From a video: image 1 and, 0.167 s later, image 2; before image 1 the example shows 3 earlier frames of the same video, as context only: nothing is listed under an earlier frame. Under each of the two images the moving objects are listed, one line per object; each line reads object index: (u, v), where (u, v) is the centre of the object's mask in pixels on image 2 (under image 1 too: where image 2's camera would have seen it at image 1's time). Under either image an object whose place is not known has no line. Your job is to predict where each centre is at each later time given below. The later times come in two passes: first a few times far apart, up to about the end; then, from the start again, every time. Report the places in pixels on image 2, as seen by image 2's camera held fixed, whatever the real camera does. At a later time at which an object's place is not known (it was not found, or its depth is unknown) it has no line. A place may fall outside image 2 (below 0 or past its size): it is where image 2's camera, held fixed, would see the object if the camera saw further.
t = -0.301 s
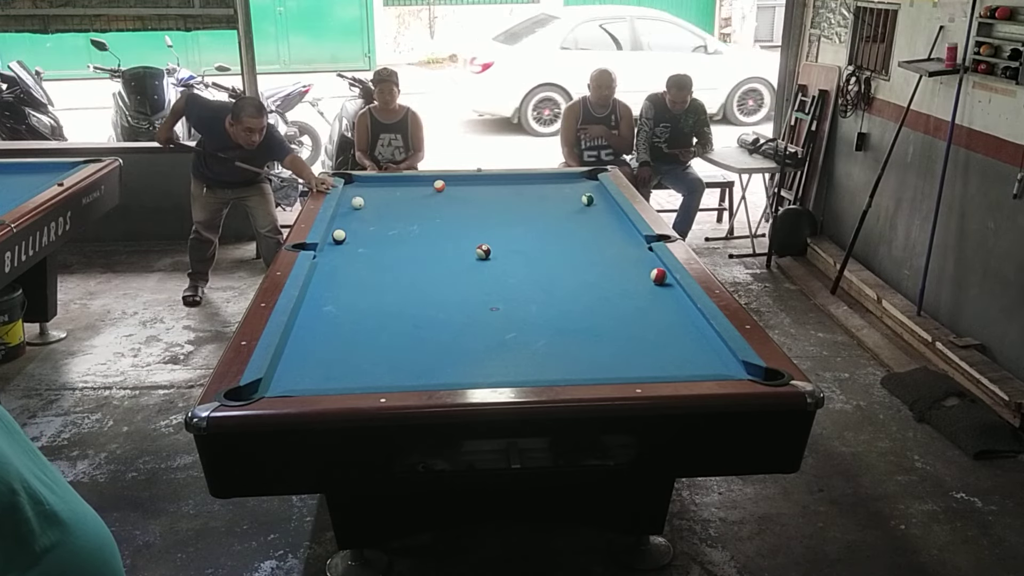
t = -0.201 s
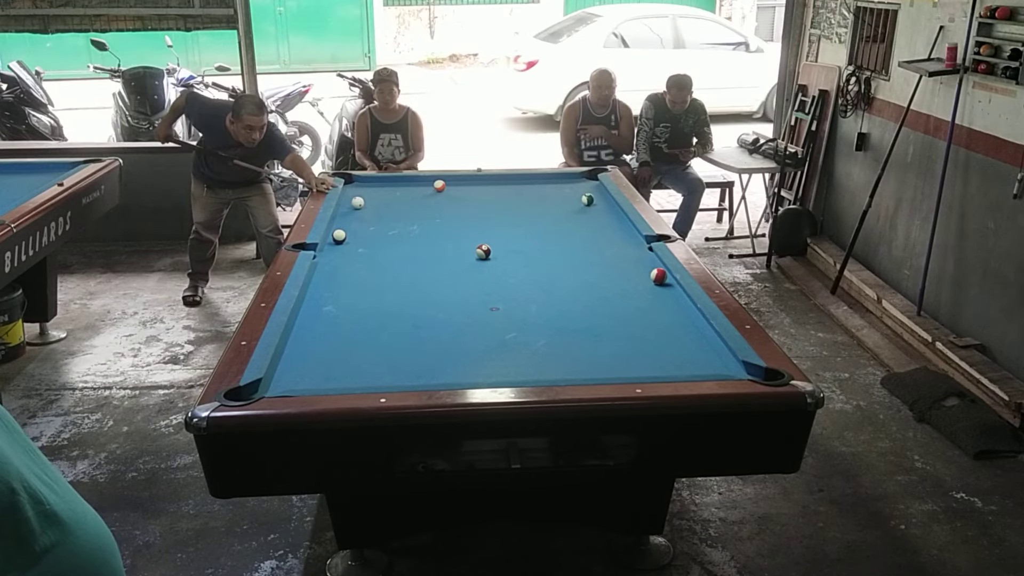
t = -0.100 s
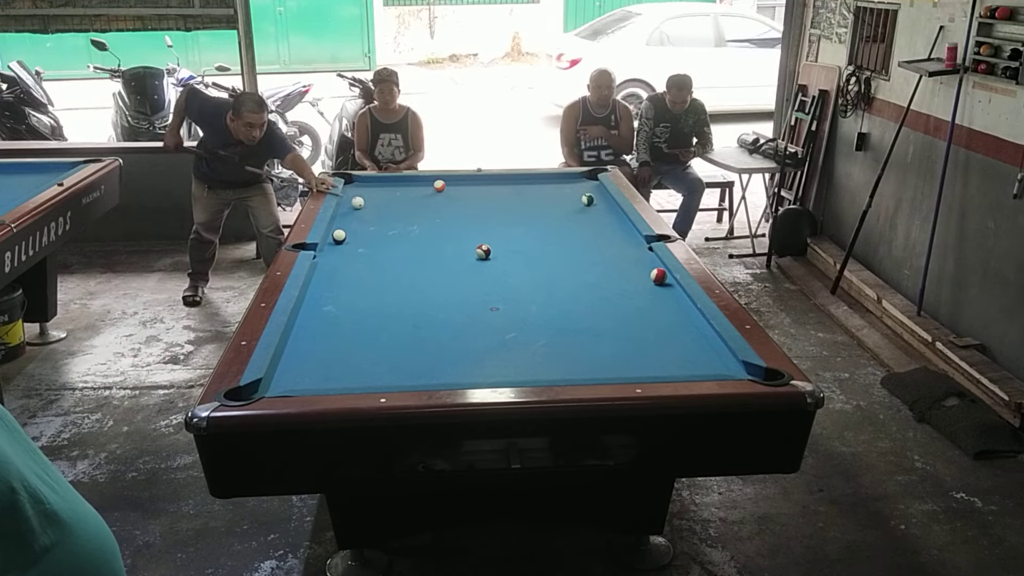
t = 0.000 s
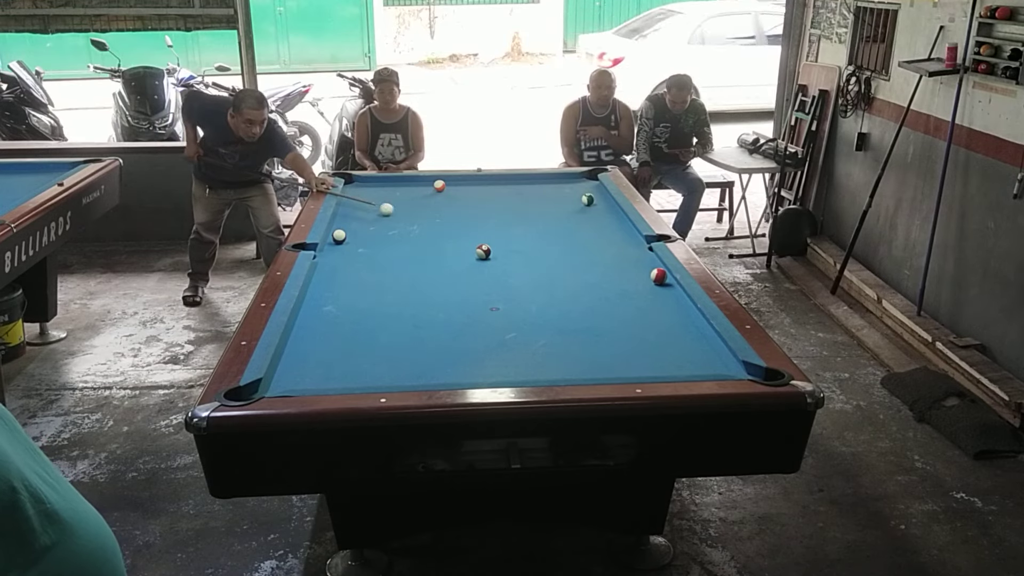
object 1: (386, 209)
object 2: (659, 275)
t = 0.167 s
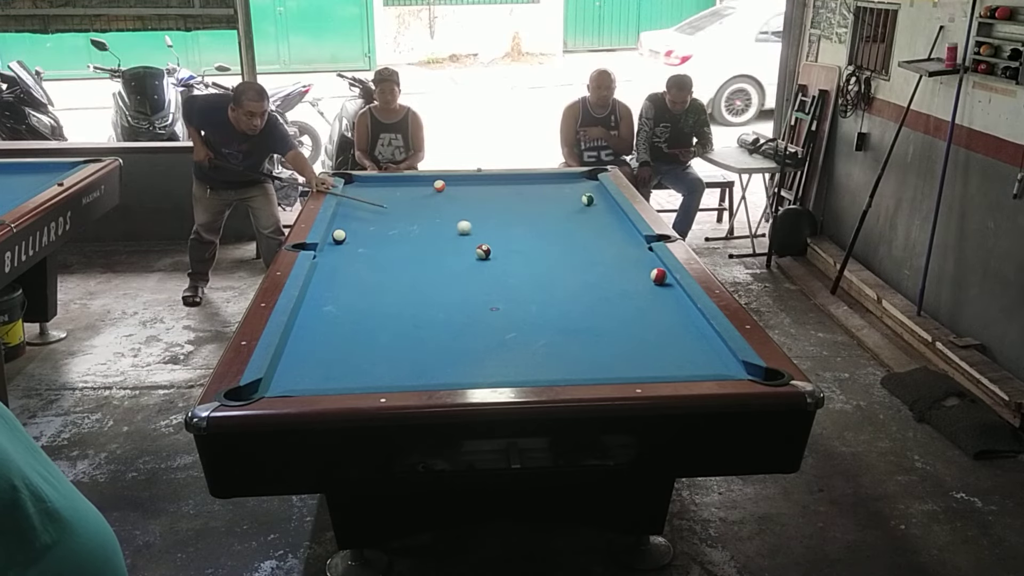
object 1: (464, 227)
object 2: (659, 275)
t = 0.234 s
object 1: (498, 235)
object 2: (659, 275)
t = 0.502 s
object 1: (653, 268)
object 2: (660, 276)
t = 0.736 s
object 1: (594, 272)
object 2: (685, 310)
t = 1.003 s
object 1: (521, 277)
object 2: (698, 347)
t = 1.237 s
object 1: (457, 281)
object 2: (696, 360)
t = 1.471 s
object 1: (393, 286)
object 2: (678, 335)
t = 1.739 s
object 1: (319, 291)
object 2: (658, 317)
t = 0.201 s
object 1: (481, 231)
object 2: (659, 275)
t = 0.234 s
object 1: (498, 235)
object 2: (659, 275)
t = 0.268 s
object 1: (516, 239)
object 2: (659, 275)
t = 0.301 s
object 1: (534, 244)
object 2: (659, 275)
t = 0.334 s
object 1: (553, 248)
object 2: (659, 275)
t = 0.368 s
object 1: (572, 252)
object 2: (659, 275)
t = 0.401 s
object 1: (592, 257)
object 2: (659, 275)
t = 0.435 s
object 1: (612, 262)
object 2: (659, 275)
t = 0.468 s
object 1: (634, 267)
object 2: (659, 275)
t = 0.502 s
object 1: (653, 268)
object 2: (660, 276)
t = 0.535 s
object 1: (656, 270)
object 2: (666, 281)
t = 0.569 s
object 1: (644, 270)
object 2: (673, 287)
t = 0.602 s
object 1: (633, 270)
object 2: (678, 293)
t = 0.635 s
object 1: (622, 270)
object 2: (683, 294)
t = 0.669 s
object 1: (612, 271)
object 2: (682, 300)
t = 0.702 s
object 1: (603, 271)
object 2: (678, 307)
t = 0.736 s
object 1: (594, 272)
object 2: (685, 310)
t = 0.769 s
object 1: (585, 272)
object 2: (693, 313)
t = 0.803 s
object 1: (576, 273)
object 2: (690, 317)
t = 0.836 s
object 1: (567, 274)
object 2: (689, 327)
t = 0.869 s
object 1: (557, 274)
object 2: (691, 327)
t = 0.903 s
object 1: (548, 275)
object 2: (698, 337)
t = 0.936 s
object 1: (539, 276)
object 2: (701, 335)
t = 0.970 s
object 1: (530, 276)
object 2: (700, 346)
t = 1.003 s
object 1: (521, 277)
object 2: (698, 347)
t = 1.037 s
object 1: (512, 277)
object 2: (705, 356)
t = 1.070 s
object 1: (503, 278)
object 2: (715, 360)
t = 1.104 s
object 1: (494, 279)
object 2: (712, 364)
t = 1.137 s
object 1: (485, 279)
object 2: (706, 369)
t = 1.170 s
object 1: (475, 280)
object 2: (709, 367)
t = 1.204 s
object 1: (466, 281)
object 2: (704, 360)
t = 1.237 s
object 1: (457, 281)
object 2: (696, 360)
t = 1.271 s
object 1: (448, 282)
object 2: (698, 360)
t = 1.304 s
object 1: (439, 282)
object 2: (696, 351)
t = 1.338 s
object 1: (430, 283)
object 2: (691, 346)
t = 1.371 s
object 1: (421, 284)
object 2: (688, 351)
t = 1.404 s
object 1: (411, 284)
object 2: (687, 345)
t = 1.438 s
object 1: (402, 285)
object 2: (685, 337)
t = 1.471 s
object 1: (393, 286)
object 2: (678, 335)
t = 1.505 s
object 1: (384, 286)
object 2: (678, 337)
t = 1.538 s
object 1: (374, 287)
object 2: (677, 331)
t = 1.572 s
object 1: (365, 287)
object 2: (674, 324)
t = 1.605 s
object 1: (356, 288)
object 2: (666, 324)
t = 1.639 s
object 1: (347, 289)
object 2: (669, 326)
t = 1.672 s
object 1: (337, 289)
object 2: (668, 319)
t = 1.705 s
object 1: (328, 290)
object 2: (664, 314)
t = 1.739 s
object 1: (319, 291)
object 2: (658, 317)
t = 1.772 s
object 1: (309, 291)
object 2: (660, 315)
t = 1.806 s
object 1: (312, 291)
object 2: (659, 308)
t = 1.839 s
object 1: (317, 291)
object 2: (656, 303)
